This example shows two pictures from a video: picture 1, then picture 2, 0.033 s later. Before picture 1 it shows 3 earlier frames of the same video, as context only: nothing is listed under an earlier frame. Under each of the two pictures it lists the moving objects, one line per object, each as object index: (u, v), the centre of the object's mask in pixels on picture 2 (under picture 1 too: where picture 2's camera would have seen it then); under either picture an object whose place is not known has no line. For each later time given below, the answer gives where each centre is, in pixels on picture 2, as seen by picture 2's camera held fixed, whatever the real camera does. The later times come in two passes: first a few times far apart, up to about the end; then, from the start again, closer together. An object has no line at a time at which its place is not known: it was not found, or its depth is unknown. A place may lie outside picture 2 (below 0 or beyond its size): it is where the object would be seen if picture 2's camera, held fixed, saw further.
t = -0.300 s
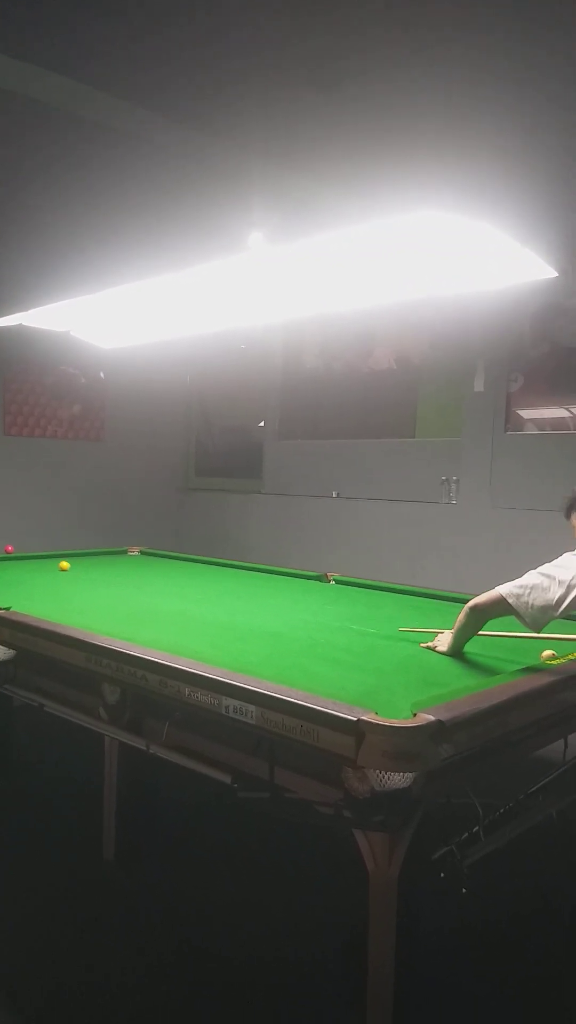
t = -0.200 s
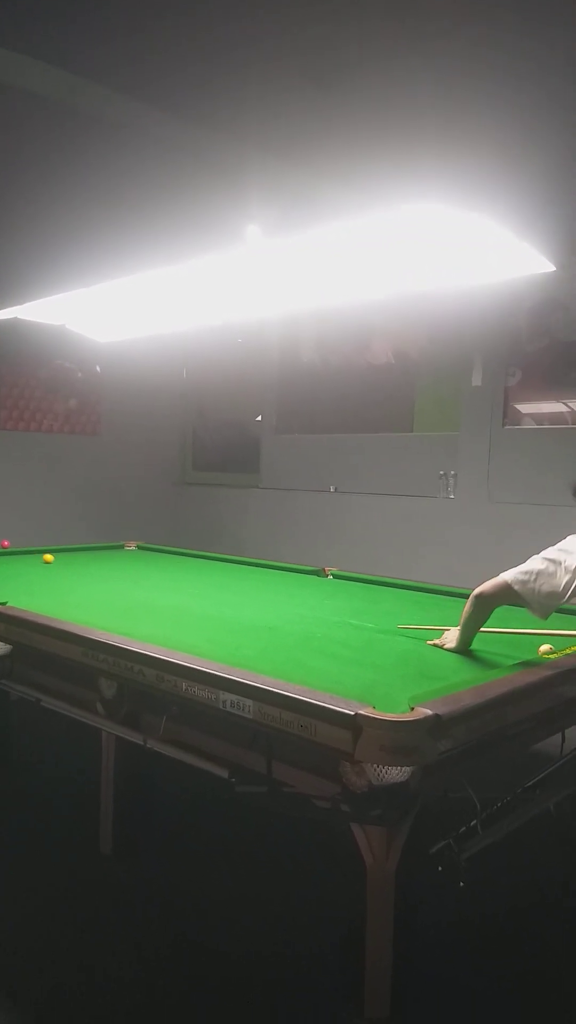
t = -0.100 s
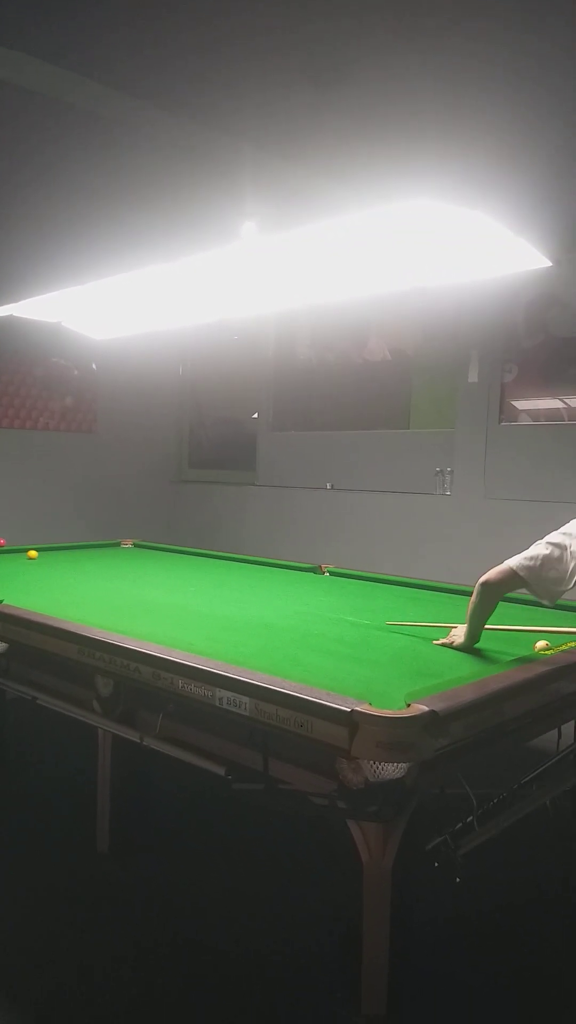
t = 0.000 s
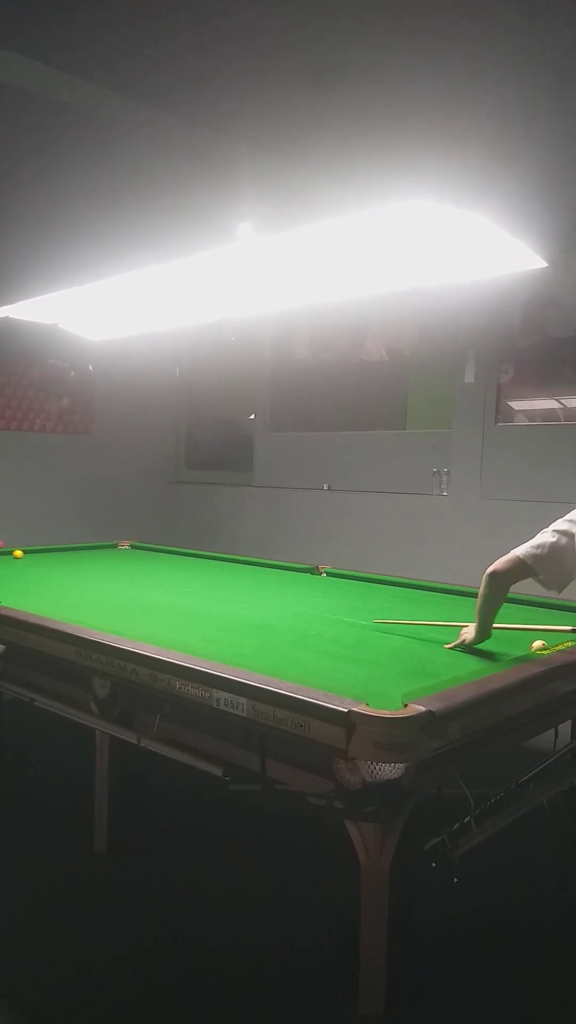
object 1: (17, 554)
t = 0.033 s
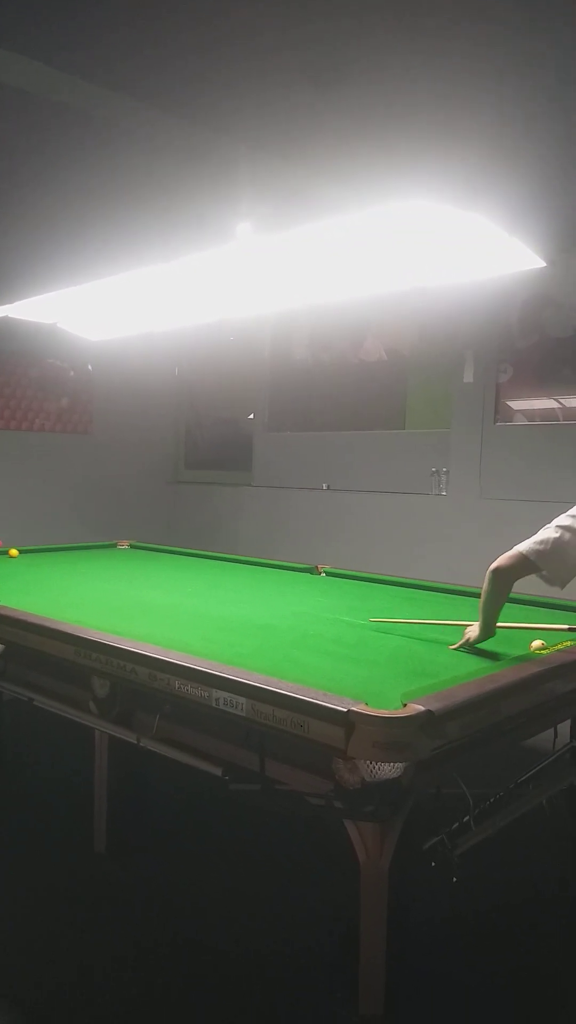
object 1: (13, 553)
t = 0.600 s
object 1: (42, 558)
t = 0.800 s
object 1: (60, 562)
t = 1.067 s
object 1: (85, 566)
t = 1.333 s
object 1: (111, 571)
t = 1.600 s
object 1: (138, 575)
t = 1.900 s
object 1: (168, 581)
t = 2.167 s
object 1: (197, 585)
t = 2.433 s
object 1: (226, 591)
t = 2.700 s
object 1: (256, 596)
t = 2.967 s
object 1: (286, 601)
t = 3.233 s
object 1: (318, 607)
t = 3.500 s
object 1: (349, 613)
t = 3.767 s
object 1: (382, 619)
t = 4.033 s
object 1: (414, 625)
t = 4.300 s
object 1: (447, 632)
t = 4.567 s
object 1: (479, 638)
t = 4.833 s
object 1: (510, 644)
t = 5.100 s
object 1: (515, 645)
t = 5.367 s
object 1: (505, 646)
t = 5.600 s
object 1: (499, 645)
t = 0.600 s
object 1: (42, 558)
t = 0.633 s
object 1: (45, 559)
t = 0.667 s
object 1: (48, 560)
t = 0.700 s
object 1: (50, 560)
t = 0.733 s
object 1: (53, 561)
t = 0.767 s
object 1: (57, 561)
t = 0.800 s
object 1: (60, 562)
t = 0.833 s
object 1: (63, 562)
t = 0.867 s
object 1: (66, 563)
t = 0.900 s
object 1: (69, 563)
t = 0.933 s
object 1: (72, 564)
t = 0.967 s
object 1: (75, 565)
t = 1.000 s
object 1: (78, 565)
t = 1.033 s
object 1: (81, 566)
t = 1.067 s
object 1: (85, 566)
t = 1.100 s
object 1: (88, 567)
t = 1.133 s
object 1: (91, 567)
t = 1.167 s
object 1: (94, 568)
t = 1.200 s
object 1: (98, 569)
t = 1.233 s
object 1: (101, 569)
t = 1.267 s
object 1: (104, 570)
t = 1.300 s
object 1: (108, 570)
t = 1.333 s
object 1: (111, 571)
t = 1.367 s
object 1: (114, 571)
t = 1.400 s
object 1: (117, 572)
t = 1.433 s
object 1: (121, 572)
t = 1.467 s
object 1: (124, 573)
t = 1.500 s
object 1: (127, 573)
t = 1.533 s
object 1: (131, 574)
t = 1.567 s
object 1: (134, 575)
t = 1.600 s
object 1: (138, 575)
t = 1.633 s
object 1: (141, 576)
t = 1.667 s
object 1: (144, 576)
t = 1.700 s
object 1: (148, 577)
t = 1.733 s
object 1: (151, 578)
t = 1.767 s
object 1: (155, 578)
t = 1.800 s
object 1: (158, 579)
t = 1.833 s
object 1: (162, 580)
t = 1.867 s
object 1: (165, 580)
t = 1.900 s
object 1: (168, 581)
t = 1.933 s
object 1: (172, 581)
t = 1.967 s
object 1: (176, 582)
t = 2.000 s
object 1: (179, 582)
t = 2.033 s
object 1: (183, 583)
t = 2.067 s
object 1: (186, 583)
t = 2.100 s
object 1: (190, 584)
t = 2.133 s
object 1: (194, 585)
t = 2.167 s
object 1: (197, 585)
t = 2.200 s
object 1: (201, 586)
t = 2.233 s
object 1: (204, 587)
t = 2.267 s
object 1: (208, 587)
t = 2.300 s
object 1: (212, 588)
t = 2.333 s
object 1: (215, 589)
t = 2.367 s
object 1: (219, 589)
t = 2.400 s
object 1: (223, 590)
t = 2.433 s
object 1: (226, 591)
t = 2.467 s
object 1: (230, 591)
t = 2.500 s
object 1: (234, 592)
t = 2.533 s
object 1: (237, 592)
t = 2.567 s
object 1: (241, 593)
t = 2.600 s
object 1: (245, 594)
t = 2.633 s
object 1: (248, 595)
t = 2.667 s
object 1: (252, 595)
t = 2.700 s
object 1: (256, 596)
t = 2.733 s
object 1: (260, 597)
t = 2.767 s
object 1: (264, 597)
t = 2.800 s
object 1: (267, 598)
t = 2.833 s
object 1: (271, 599)
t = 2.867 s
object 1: (275, 599)
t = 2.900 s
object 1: (279, 600)
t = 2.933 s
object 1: (282, 600)
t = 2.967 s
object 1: (286, 601)
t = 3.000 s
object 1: (290, 602)
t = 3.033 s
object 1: (294, 603)
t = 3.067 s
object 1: (298, 603)
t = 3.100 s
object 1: (302, 604)
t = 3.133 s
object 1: (306, 605)
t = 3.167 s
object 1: (310, 605)
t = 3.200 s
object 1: (314, 606)
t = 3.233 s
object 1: (318, 607)
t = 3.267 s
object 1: (322, 608)
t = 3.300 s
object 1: (325, 609)
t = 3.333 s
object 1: (329, 609)
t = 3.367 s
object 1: (334, 610)
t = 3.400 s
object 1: (337, 611)
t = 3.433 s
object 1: (342, 611)
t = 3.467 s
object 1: (345, 612)
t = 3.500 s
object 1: (349, 613)
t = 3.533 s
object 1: (354, 614)
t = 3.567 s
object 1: (358, 615)
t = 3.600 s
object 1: (362, 615)
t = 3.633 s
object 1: (366, 616)
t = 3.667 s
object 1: (370, 617)
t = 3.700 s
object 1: (374, 618)
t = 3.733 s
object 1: (378, 618)
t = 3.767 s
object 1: (382, 619)
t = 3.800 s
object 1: (386, 620)
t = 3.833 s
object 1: (390, 621)
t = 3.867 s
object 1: (394, 621)
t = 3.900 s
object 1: (398, 622)
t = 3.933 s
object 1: (402, 623)
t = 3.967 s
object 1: (406, 624)
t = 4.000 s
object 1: (411, 624)
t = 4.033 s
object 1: (414, 625)
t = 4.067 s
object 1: (418, 626)
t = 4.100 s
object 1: (423, 627)
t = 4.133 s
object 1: (427, 628)
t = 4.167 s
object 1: (431, 628)
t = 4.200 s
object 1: (435, 629)
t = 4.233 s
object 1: (439, 630)
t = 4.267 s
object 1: (443, 631)
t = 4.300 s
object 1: (447, 632)
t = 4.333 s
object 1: (451, 633)
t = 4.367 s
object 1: (455, 634)
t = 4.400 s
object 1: (459, 634)
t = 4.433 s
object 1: (463, 635)
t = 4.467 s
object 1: (467, 635)
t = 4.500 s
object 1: (471, 636)
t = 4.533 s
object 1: (475, 637)
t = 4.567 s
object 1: (479, 638)
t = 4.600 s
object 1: (483, 638)
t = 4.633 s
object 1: (487, 639)
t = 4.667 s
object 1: (491, 640)
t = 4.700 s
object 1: (495, 641)
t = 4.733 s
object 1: (499, 641)
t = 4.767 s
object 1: (502, 642)
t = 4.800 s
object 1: (506, 643)
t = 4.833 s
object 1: (510, 644)
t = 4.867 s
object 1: (514, 645)
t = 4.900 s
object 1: (518, 646)
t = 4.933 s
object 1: (521, 646)
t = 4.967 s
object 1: (522, 646)
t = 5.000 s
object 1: (520, 646)
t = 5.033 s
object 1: (518, 646)
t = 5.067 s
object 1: (517, 646)
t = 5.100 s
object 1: (515, 645)
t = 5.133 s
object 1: (514, 645)
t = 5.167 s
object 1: (512, 645)
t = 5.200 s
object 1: (512, 645)
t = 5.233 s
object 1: (510, 645)
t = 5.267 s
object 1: (509, 646)
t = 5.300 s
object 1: (508, 646)
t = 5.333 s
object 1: (507, 646)
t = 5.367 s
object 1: (505, 646)
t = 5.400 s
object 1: (505, 646)
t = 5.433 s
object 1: (503, 646)
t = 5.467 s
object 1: (502, 645)
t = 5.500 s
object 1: (501, 645)
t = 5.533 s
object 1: (500, 645)
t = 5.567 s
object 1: (500, 645)
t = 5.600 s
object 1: (499, 645)
